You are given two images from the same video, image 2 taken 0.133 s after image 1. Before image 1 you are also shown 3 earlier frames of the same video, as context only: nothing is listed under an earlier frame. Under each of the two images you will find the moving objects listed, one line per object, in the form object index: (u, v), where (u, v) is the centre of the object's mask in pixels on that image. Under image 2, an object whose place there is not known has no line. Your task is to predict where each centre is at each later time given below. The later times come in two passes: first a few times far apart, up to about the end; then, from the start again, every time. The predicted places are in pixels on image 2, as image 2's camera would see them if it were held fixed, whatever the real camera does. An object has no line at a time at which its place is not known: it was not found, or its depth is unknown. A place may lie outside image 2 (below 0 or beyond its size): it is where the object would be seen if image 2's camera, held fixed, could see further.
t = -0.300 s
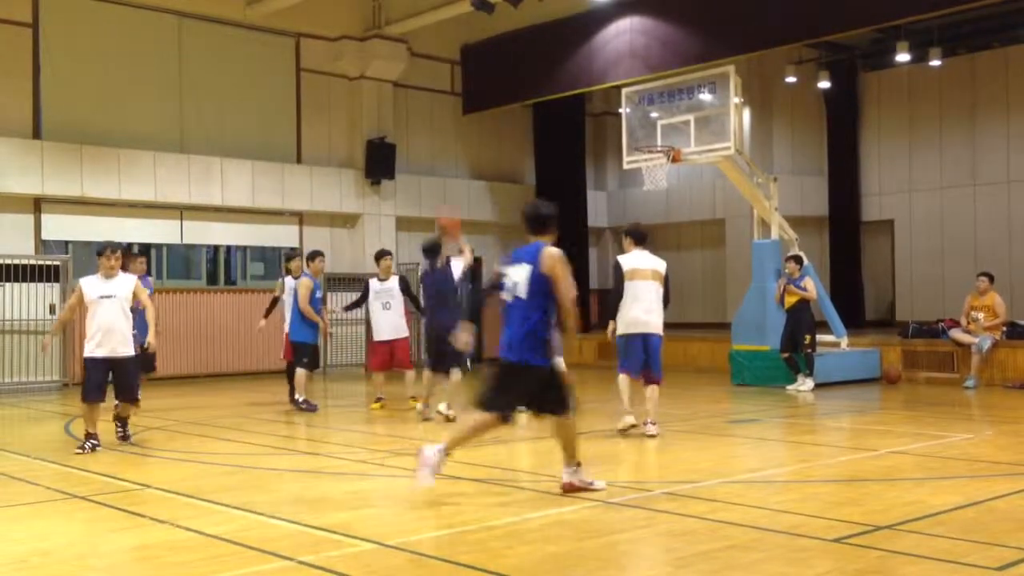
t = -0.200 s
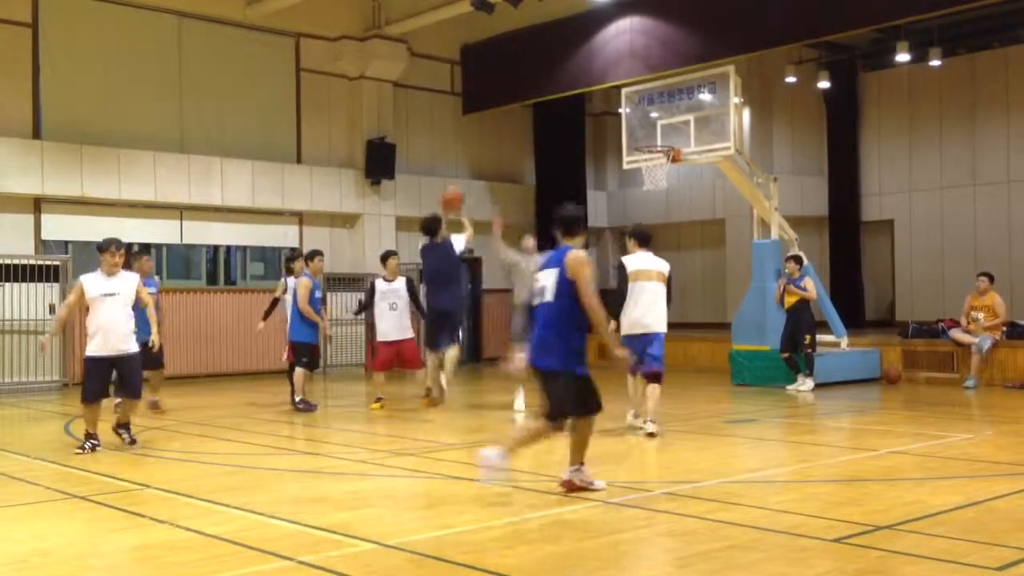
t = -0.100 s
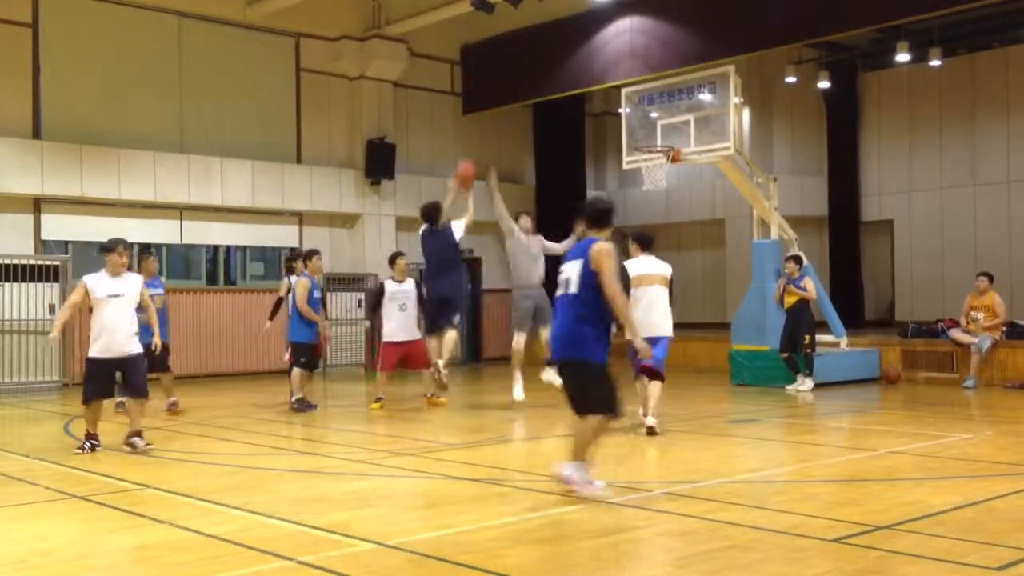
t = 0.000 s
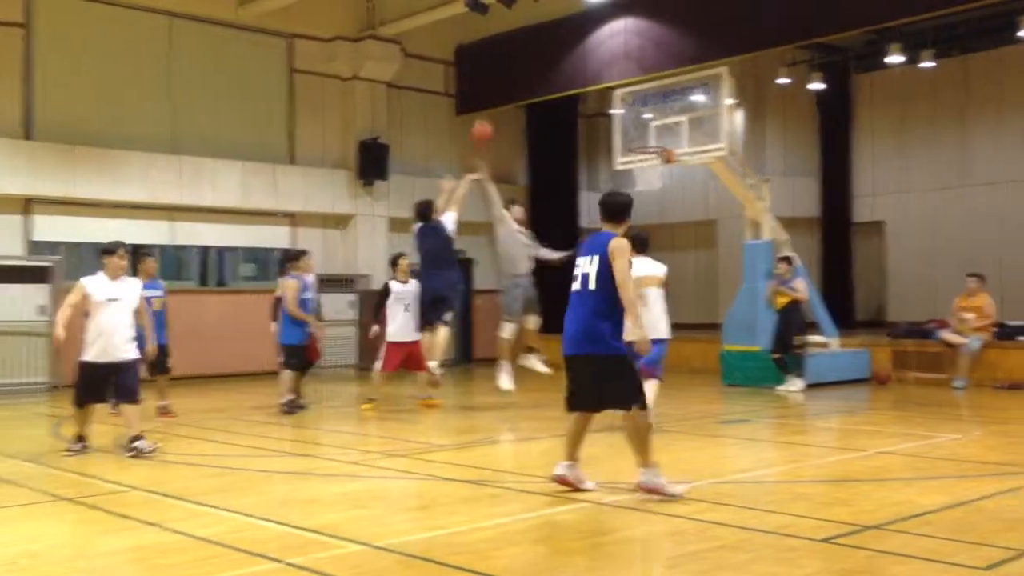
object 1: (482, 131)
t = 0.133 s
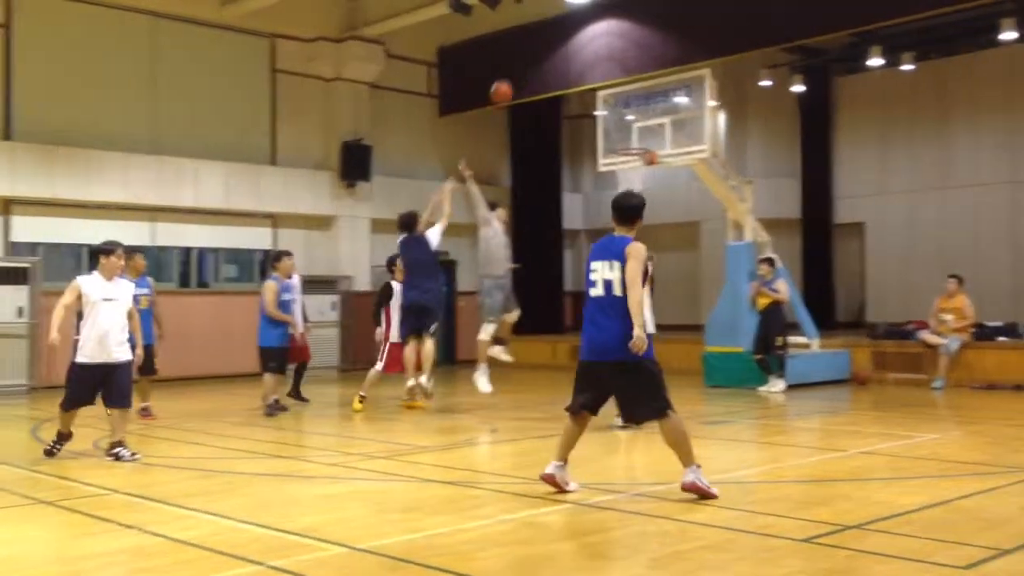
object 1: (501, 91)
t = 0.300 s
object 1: (542, 64)
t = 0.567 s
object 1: (602, 70)
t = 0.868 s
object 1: (652, 140)
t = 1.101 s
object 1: (620, 107)
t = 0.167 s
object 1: (510, 83)
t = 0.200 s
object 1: (518, 77)
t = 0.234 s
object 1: (526, 73)
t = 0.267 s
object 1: (534, 68)
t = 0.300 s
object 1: (542, 64)
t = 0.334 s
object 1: (550, 62)
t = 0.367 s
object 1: (558, 60)
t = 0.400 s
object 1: (565, 60)
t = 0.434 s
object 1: (573, 60)
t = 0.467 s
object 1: (580, 61)
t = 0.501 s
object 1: (585, 61)
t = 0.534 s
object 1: (594, 66)
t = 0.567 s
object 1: (602, 70)
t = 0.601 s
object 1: (608, 73)
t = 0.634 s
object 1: (615, 82)
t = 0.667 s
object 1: (623, 89)
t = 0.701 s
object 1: (628, 95)
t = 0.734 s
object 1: (636, 101)
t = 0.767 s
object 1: (642, 110)
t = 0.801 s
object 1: (649, 122)
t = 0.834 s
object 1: (655, 131)
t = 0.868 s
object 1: (652, 140)
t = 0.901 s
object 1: (648, 138)
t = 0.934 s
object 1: (643, 129)
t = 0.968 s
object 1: (640, 124)
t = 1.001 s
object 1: (634, 118)
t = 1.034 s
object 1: (631, 115)
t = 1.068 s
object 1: (625, 109)
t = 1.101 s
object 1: (620, 107)
